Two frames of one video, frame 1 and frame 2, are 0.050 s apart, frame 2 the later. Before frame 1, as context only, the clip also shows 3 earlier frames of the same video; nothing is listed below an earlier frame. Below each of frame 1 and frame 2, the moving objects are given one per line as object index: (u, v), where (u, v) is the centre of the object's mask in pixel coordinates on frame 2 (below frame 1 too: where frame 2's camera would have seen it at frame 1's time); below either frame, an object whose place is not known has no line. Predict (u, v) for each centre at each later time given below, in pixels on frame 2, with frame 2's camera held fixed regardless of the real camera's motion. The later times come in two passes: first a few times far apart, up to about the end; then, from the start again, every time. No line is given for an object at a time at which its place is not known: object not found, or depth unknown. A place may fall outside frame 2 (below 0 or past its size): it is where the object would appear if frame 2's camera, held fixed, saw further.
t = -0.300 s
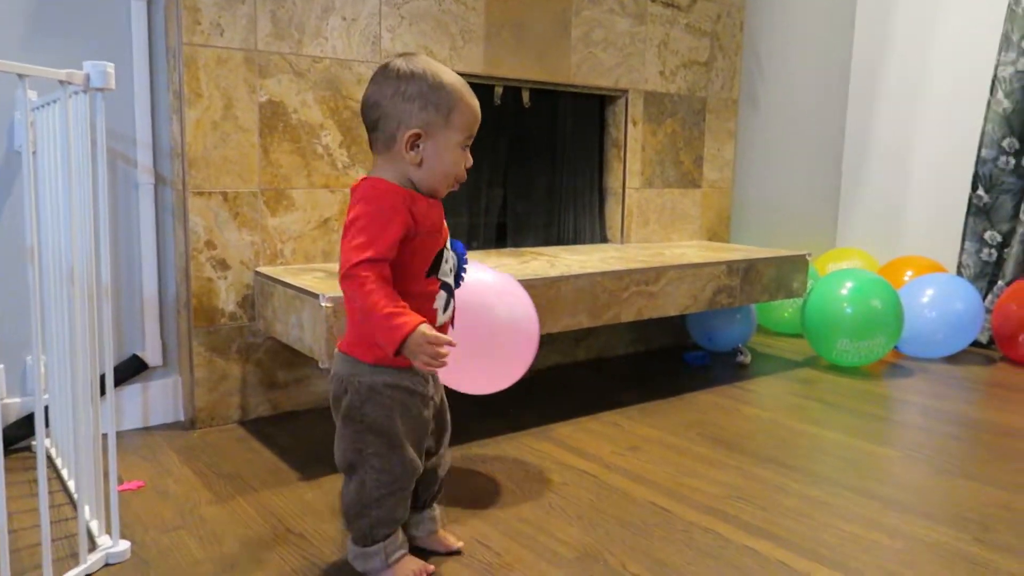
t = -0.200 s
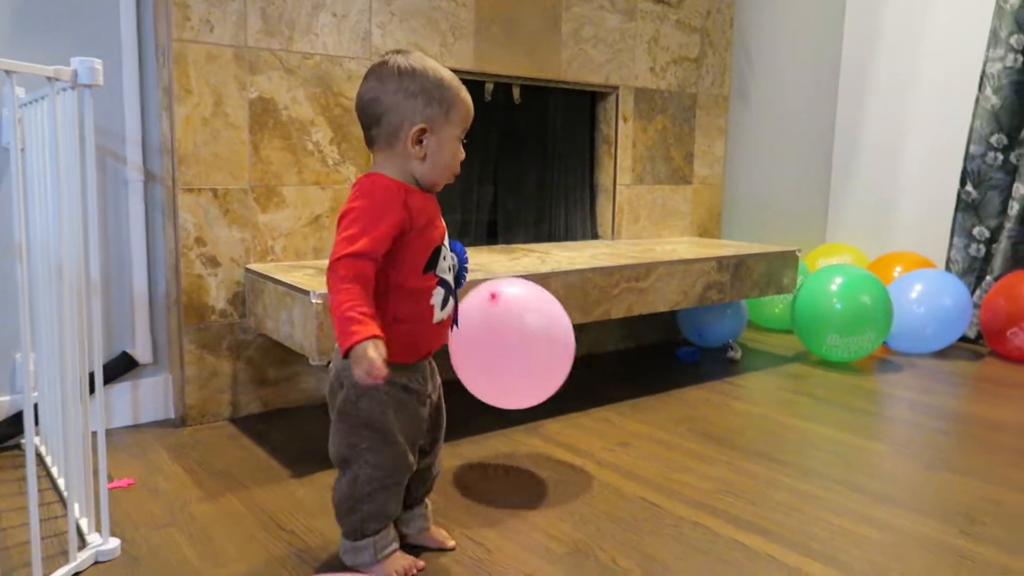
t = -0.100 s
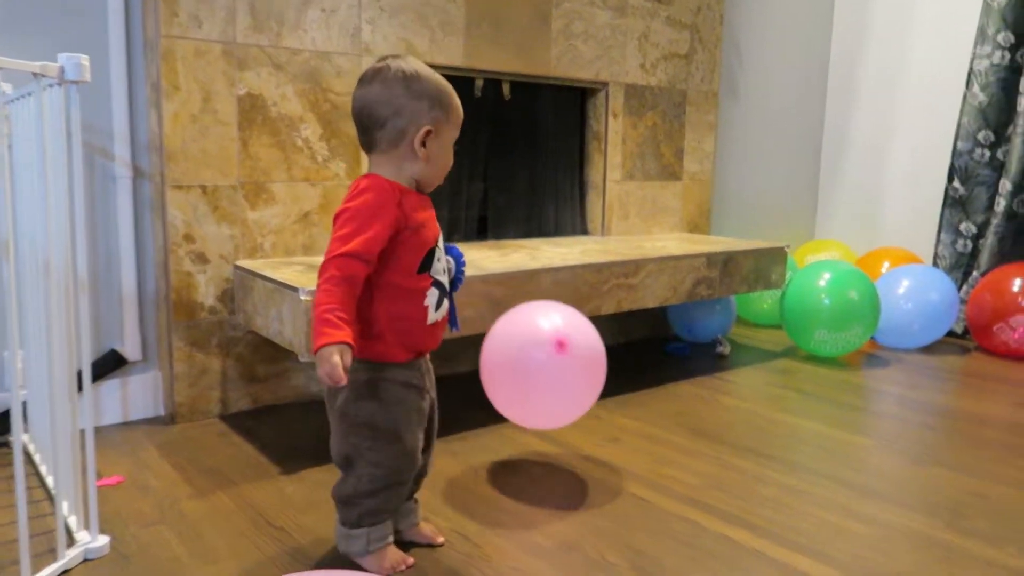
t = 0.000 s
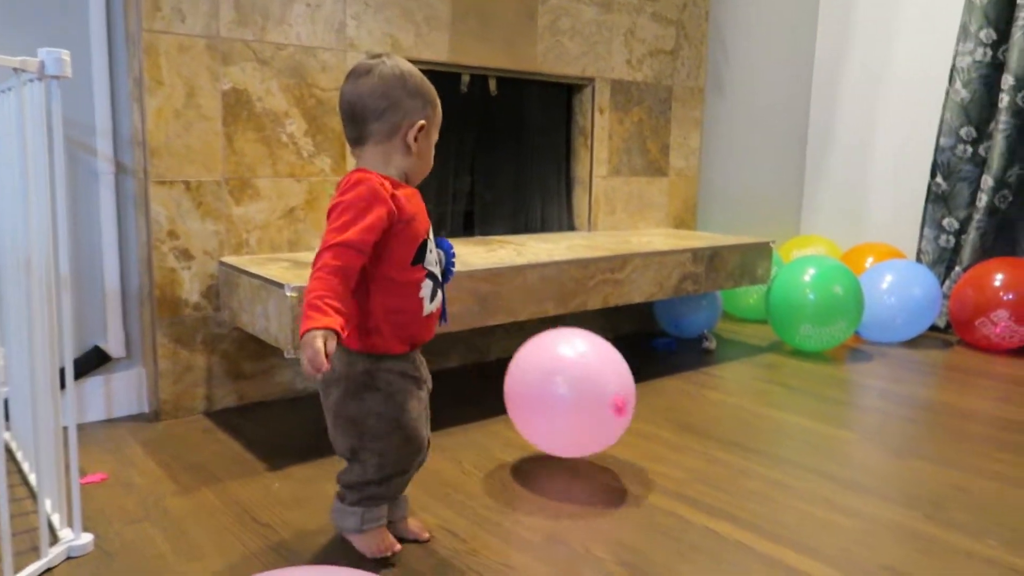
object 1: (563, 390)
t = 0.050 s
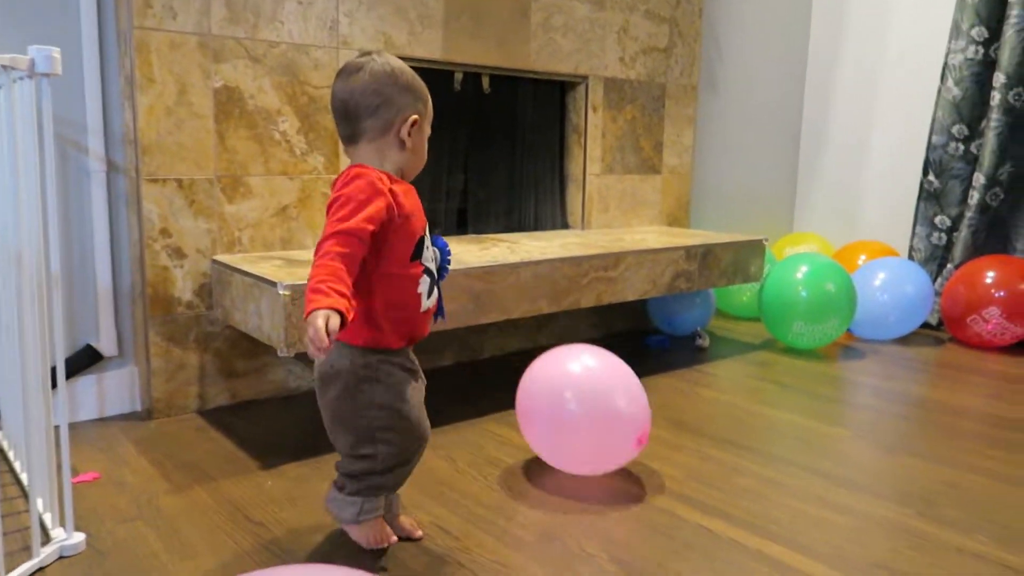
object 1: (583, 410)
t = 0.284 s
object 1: (672, 368)
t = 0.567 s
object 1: (771, 375)
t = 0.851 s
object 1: (854, 447)
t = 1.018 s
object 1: (900, 415)
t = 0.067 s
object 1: (590, 415)
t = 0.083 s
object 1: (596, 411)
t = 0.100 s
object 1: (603, 406)
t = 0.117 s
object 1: (609, 402)
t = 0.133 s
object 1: (615, 398)
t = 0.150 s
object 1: (621, 393)
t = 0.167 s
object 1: (628, 389)
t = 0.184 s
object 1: (634, 386)
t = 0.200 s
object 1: (640, 382)
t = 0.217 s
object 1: (646, 379)
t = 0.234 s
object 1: (653, 375)
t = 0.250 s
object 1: (659, 373)
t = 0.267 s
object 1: (665, 370)
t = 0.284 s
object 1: (672, 368)
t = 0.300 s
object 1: (678, 366)
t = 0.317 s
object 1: (684, 365)
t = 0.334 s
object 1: (691, 364)
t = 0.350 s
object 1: (697, 363)
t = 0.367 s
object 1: (703, 363)
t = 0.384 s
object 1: (709, 362)
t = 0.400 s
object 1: (715, 362)
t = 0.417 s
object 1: (721, 363)
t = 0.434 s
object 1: (727, 363)
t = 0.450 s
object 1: (733, 364)
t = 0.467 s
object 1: (739, 365)
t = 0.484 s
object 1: (744, 366)
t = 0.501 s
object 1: (750, 367)
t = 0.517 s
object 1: (755, 369)
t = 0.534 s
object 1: (761, 371)
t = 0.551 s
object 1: (766, 373)
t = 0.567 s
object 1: (771, 375)
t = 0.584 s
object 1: (776, 377)
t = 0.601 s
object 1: (781, 380)
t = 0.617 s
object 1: (786, 383)
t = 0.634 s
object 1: (792, 386)
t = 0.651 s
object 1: (797, 389)
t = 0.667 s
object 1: (802, 393)
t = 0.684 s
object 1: (807, 397)
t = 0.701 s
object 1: (812, 401)
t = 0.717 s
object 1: (817, 405)
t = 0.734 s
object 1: (822, 409)
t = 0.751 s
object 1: (827, 414)
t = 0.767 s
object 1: (832, 419)
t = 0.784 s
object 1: (836, 424)
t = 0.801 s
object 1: (841, 429)
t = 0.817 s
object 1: (845, 435)
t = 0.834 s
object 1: (850, 441)
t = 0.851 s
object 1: (854, 447)
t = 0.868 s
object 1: (859, 447)
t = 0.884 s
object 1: (863, 443)
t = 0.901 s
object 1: (868, 438)
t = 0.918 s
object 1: (873, 434)
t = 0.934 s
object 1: (878, 430)
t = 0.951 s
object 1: (882, 427)
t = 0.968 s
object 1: (887, 423)
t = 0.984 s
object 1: (892, 420)
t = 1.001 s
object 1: (896, 418)
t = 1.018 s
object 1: (900, 415)
